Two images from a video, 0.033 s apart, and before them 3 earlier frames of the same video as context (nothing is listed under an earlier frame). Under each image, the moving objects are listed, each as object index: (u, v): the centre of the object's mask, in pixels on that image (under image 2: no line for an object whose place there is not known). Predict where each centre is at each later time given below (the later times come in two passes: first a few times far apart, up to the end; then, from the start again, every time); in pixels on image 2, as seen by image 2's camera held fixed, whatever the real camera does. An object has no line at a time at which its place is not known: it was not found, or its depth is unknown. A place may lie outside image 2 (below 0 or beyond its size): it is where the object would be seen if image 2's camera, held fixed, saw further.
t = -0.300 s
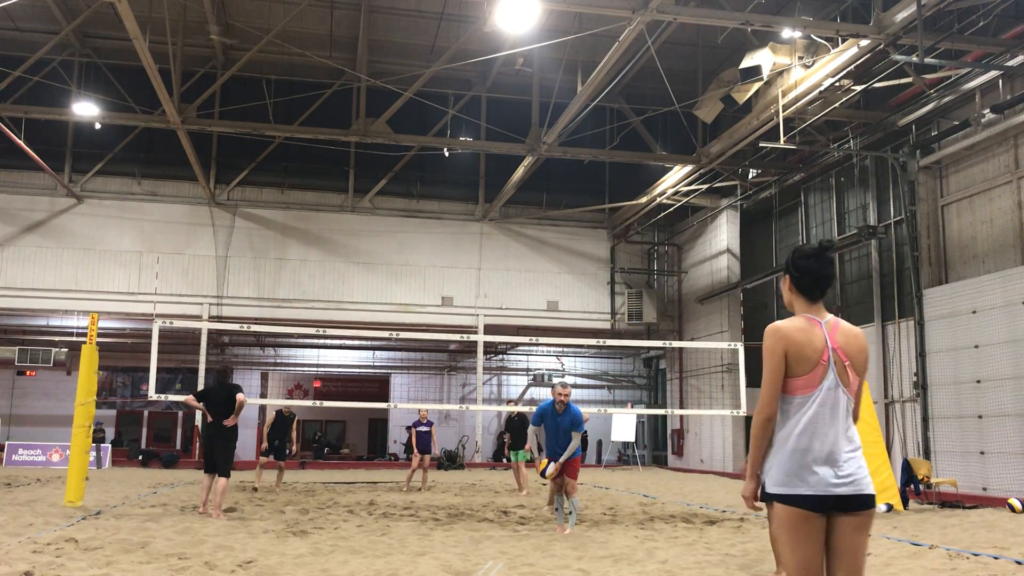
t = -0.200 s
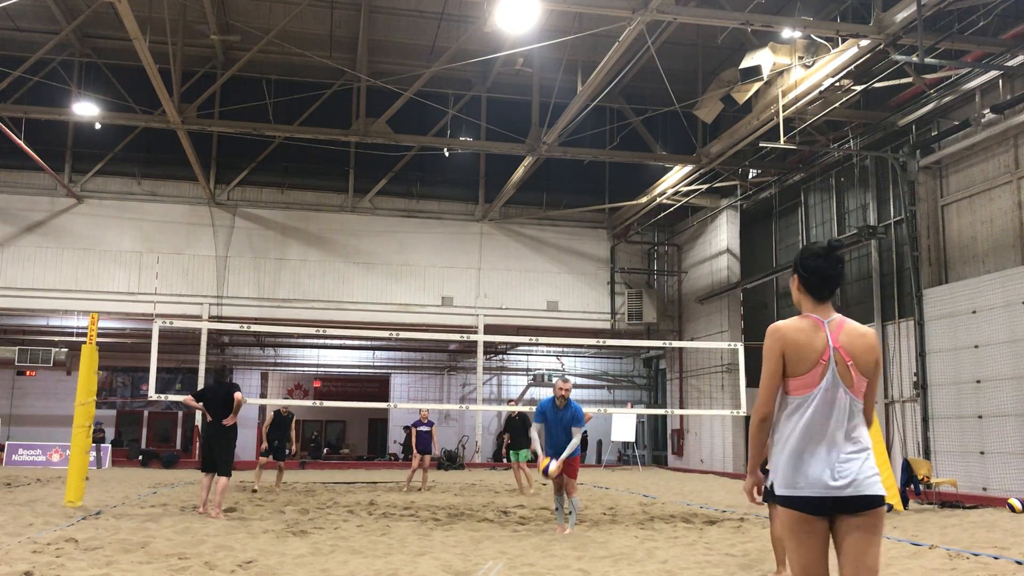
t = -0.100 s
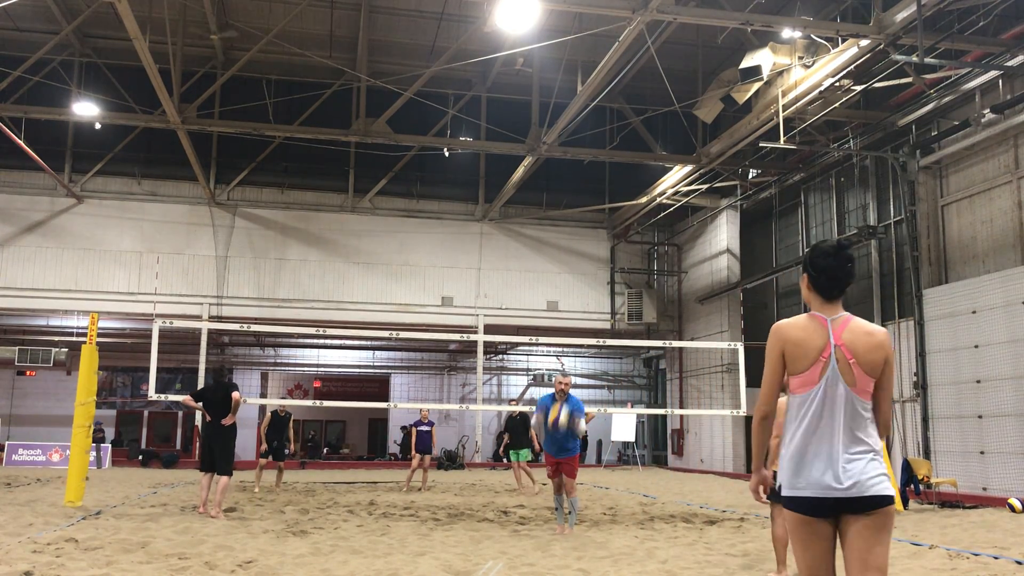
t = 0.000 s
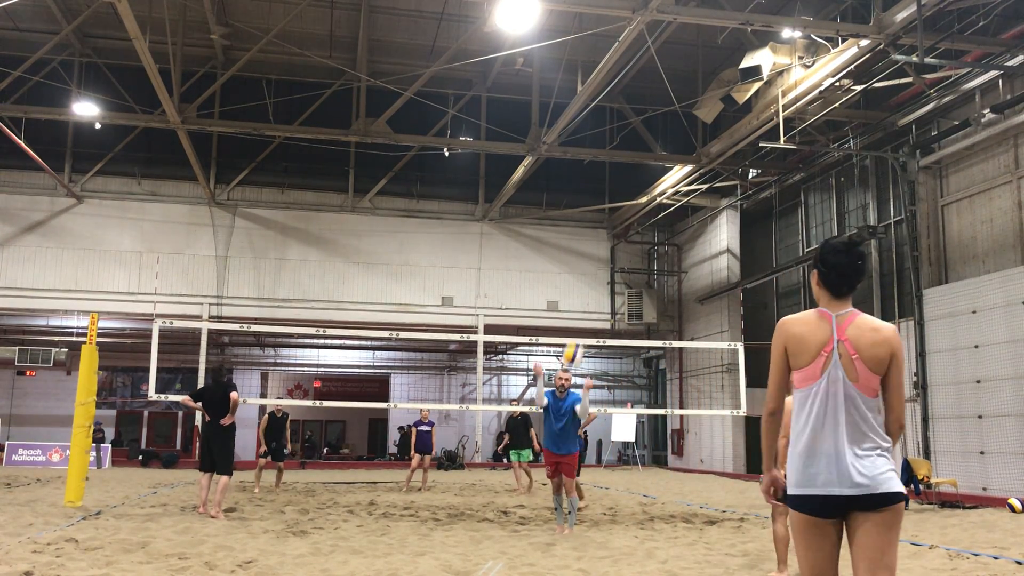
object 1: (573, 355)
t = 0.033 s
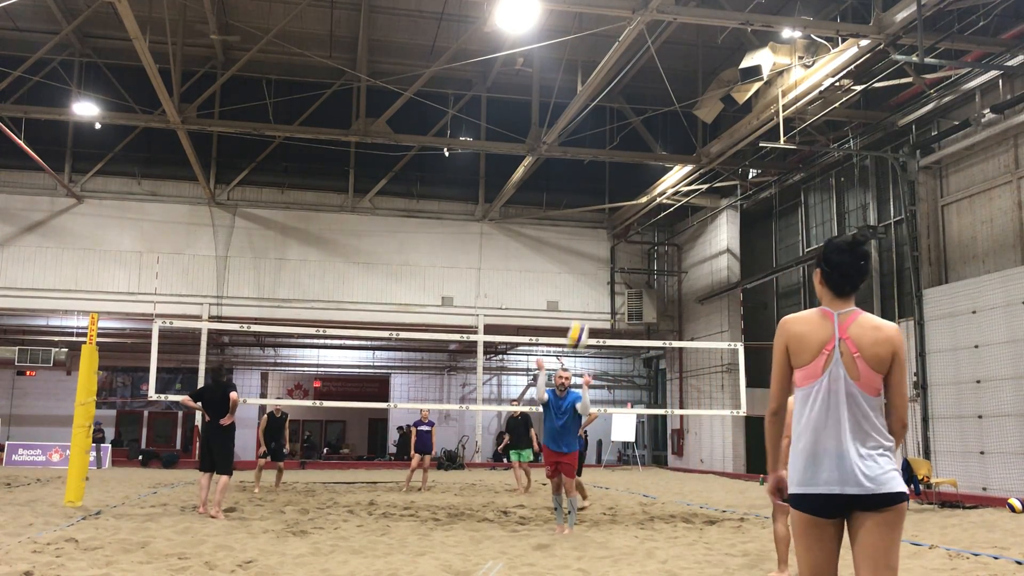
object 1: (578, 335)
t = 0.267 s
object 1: (614, 215)
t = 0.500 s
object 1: (658, 131)
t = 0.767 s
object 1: (733, 106)
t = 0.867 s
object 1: (772, 131)
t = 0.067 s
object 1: (582, 316)
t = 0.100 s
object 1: (586, 296)
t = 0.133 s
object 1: (592, 279)
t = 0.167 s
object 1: (598, 262)
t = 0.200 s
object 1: (604, 246)
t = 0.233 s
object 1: (609, 230)
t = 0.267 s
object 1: (614, 215)
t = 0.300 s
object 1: (619, 201)
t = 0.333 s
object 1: (625, 186)
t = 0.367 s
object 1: (631, 173)
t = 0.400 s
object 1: (637, 161)
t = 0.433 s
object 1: (644, 150)
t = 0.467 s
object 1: (651, 140)
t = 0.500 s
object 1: (658, 131)
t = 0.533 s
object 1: (666, 123)
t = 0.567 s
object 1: (674, 116)
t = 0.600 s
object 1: (683, 110)
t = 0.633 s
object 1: (692, 106)
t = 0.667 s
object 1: (702, 103)
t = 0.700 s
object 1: (712, 102)
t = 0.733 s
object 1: (722, 104)
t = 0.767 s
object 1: (733, 106)
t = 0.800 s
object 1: (745, 111)
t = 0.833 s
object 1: (757, 120)
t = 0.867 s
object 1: (772, 131)
